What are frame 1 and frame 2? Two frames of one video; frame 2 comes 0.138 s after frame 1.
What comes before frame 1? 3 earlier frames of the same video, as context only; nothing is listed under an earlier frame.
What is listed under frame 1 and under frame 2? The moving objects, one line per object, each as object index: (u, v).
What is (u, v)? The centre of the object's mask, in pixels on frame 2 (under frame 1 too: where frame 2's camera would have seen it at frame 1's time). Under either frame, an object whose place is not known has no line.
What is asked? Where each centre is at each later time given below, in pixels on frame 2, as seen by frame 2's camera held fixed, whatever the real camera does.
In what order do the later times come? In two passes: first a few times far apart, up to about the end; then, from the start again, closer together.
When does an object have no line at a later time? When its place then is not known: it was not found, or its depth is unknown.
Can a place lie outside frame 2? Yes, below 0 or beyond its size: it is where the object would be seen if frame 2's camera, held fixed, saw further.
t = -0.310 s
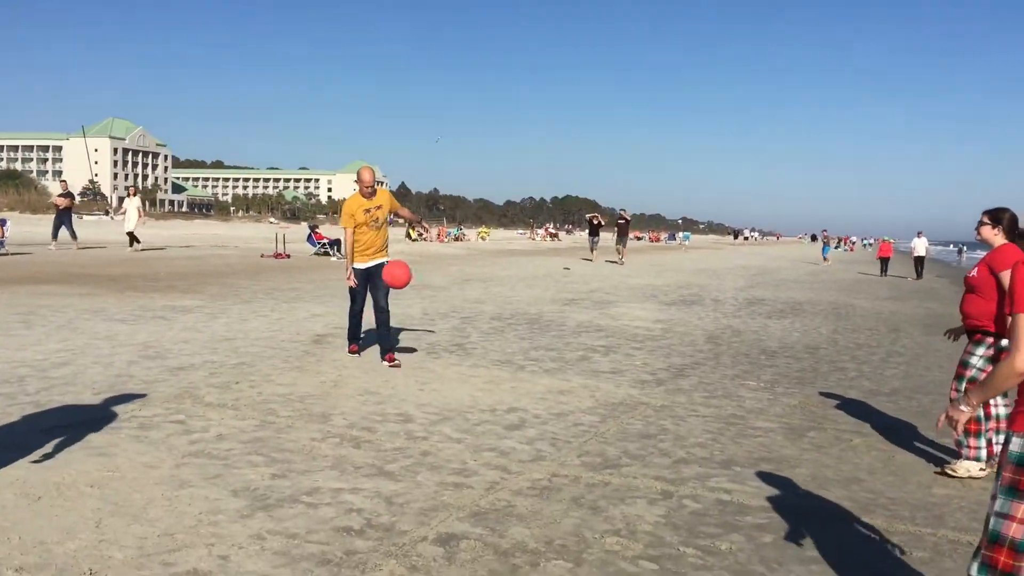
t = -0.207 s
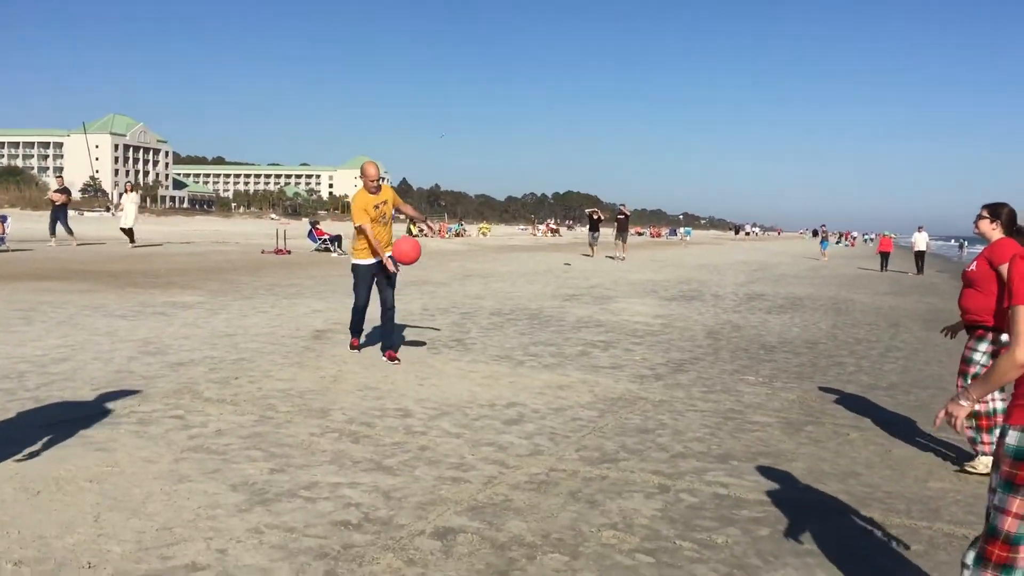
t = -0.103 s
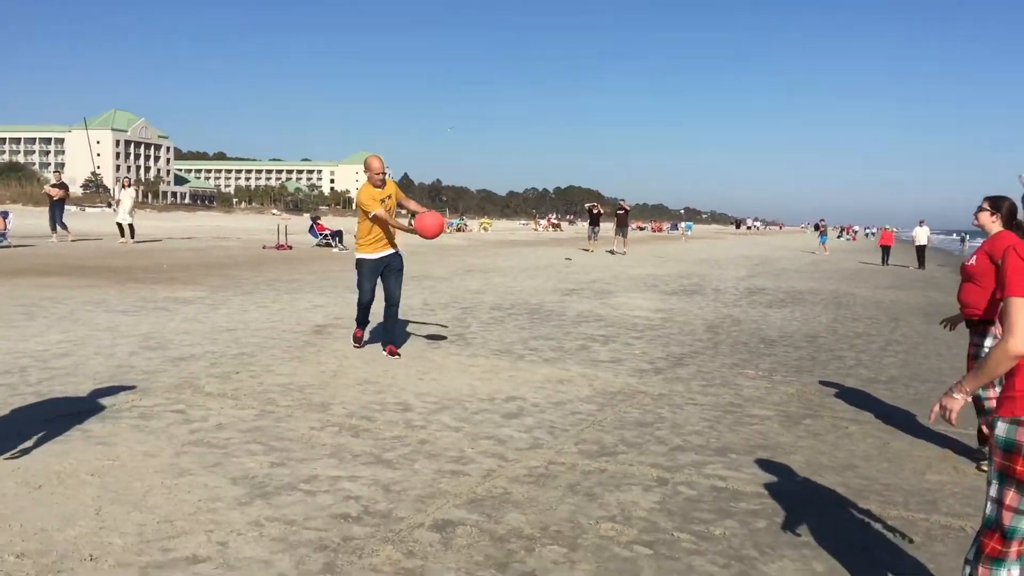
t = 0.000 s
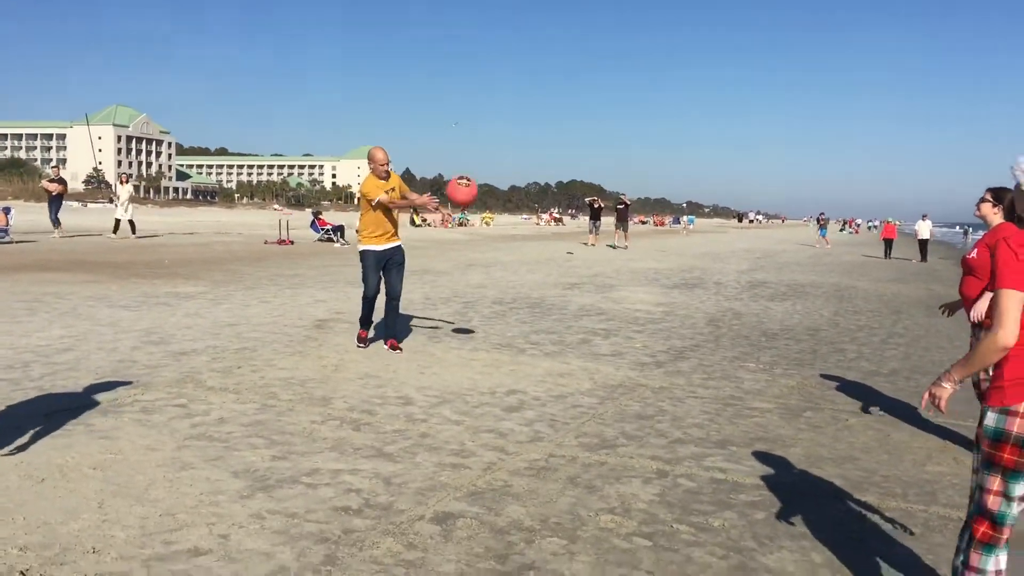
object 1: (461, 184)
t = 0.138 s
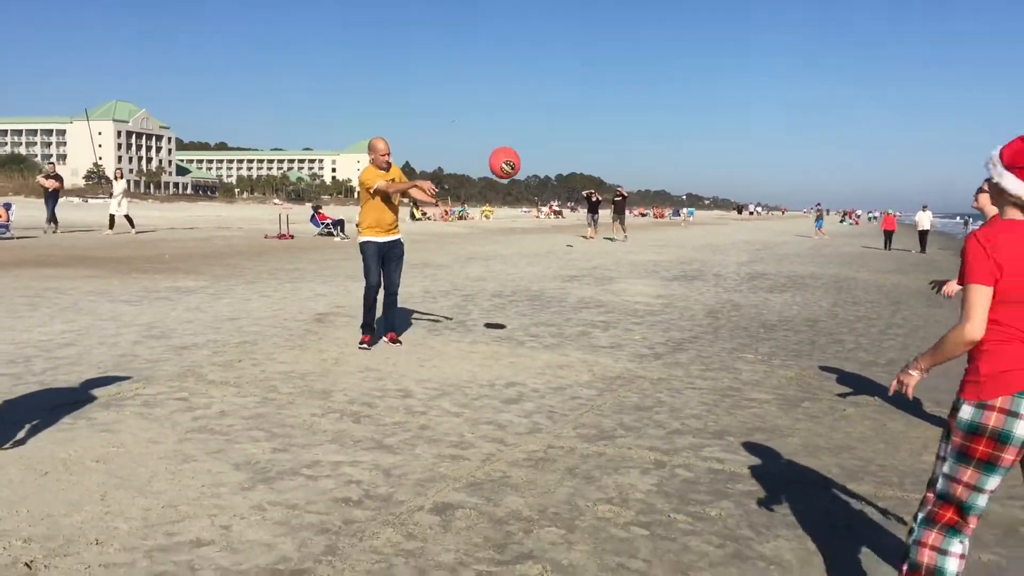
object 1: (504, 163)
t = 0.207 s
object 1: (526, 159)
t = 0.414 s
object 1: (597, 179)
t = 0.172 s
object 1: (515, 160)
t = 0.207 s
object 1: (526, 159)
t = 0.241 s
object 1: (538, 158)
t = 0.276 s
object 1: (549, 159)
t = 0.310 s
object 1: (561, 162)
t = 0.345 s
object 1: (573, 165)
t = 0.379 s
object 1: (585, 171)
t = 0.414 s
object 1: (597, 179)
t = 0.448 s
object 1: (612, 188)
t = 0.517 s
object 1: (636, 211)
